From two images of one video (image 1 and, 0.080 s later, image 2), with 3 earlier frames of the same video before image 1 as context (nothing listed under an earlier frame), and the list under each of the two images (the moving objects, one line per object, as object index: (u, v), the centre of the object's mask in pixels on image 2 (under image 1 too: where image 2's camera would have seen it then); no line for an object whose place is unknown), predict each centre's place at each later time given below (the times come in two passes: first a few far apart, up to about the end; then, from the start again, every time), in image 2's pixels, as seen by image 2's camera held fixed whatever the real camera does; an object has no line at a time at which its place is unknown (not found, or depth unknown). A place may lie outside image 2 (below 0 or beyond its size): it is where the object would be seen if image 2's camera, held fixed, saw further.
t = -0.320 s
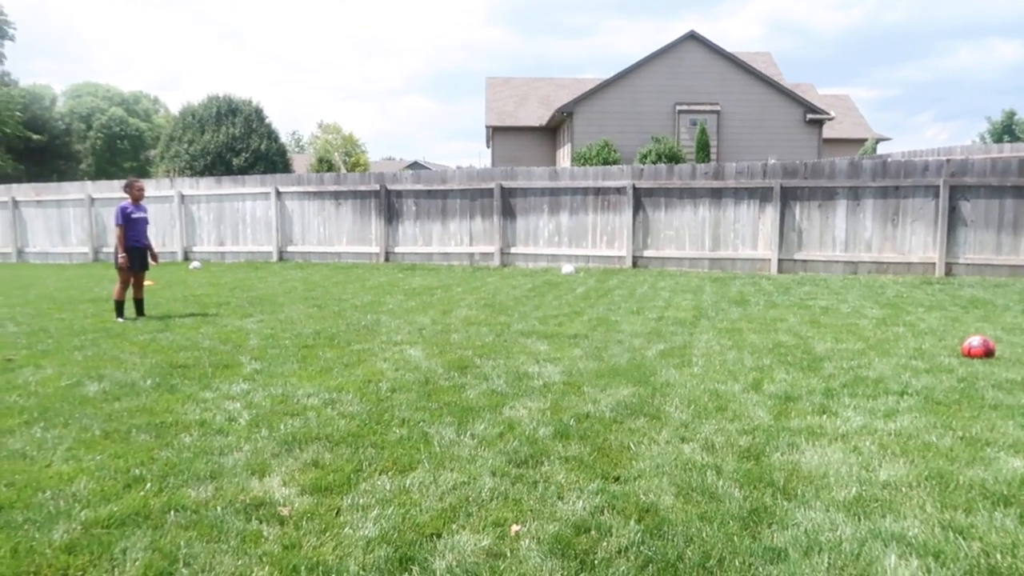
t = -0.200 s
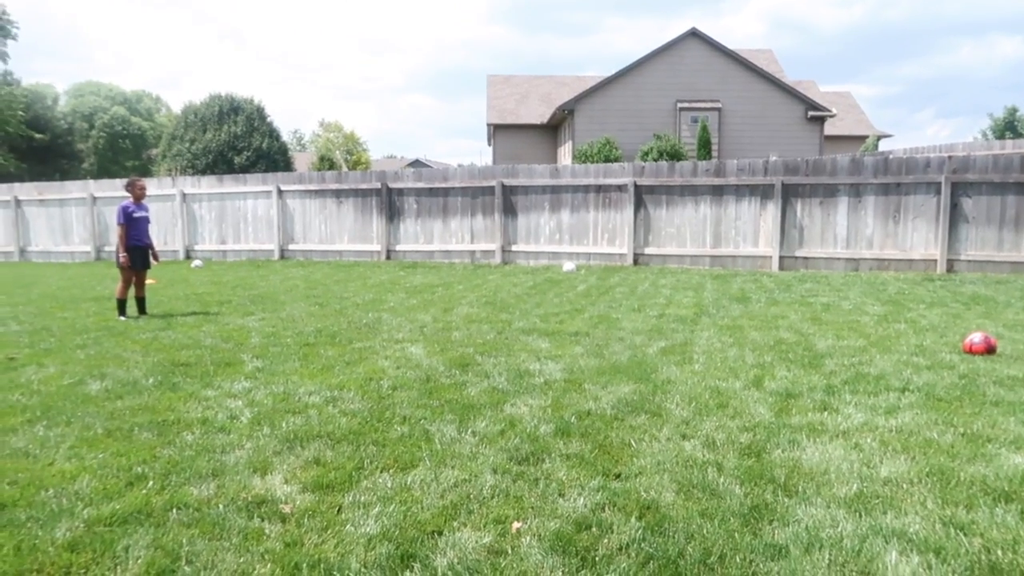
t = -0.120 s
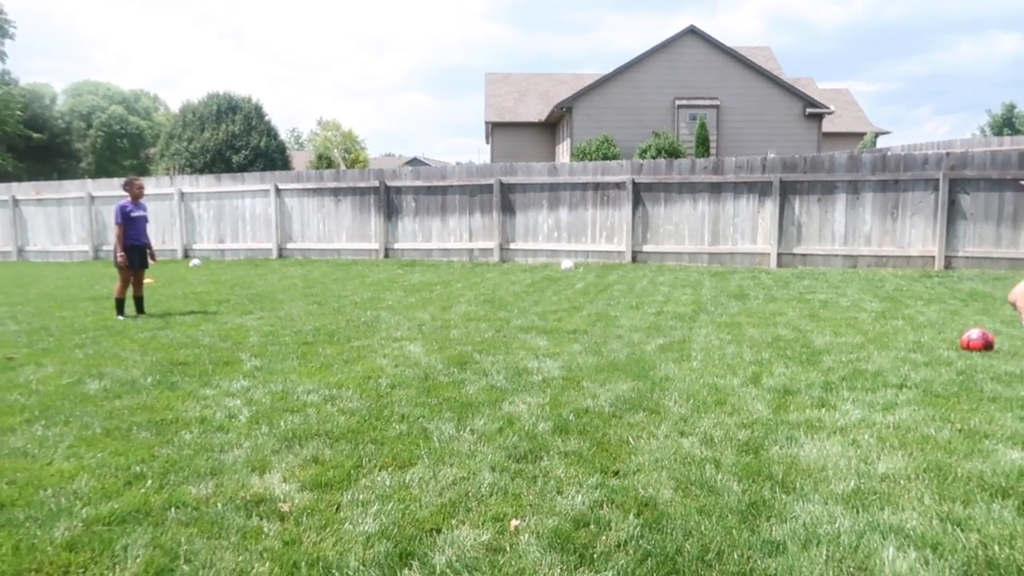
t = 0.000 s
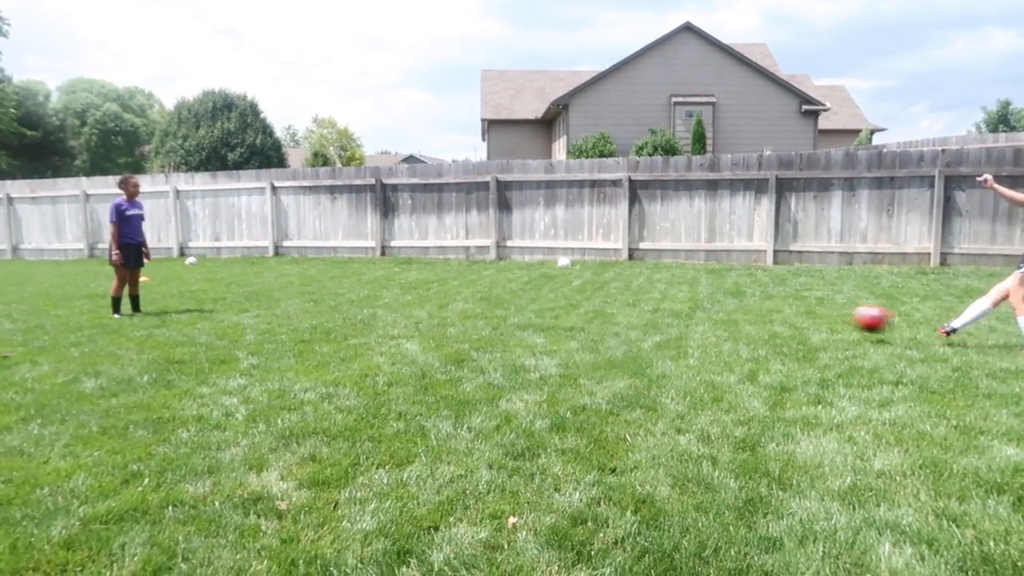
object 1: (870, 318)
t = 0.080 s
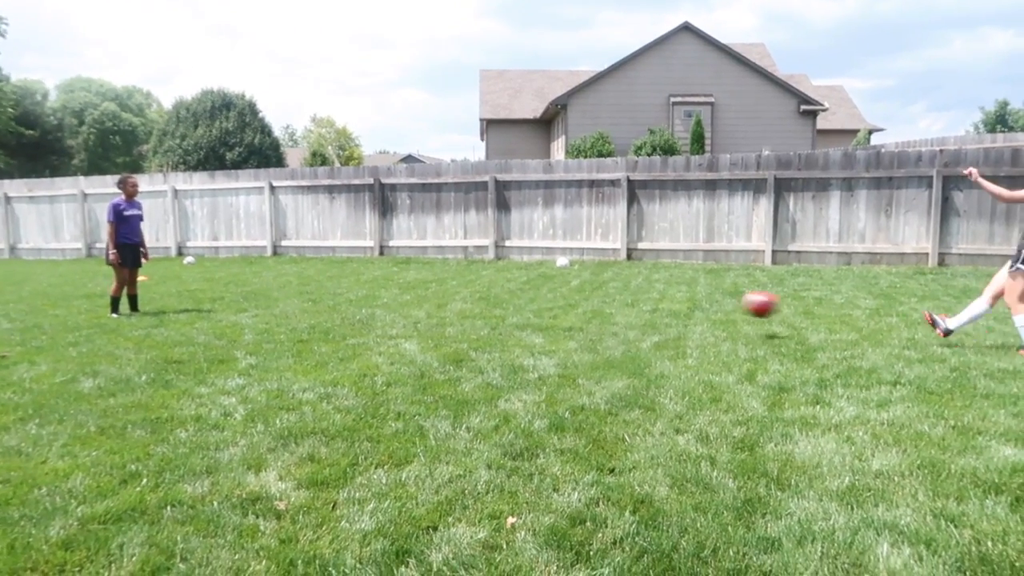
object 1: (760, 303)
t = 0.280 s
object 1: (520, 303)
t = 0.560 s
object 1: (320, 304)
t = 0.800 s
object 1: (217, 316)
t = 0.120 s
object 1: (708, 299)
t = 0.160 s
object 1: (658, 298)
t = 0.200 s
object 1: (611, 298)
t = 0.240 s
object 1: (564, 300)
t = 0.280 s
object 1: (520, 303)
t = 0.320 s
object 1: (478, 309)
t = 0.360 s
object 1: (437, 317)
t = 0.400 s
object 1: (399, 321)
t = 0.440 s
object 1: (375, 319)
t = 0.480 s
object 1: (356, 313)
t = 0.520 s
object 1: (338, 308)
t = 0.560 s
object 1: (320, 304)
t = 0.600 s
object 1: (303, 302)
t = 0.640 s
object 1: (284, 302)
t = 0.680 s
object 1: (267, 304)
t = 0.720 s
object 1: (250, 307)
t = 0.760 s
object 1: (233, 311)
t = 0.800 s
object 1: (217, 316)
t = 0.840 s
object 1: (202, 315)
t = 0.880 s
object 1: (187, 313)
